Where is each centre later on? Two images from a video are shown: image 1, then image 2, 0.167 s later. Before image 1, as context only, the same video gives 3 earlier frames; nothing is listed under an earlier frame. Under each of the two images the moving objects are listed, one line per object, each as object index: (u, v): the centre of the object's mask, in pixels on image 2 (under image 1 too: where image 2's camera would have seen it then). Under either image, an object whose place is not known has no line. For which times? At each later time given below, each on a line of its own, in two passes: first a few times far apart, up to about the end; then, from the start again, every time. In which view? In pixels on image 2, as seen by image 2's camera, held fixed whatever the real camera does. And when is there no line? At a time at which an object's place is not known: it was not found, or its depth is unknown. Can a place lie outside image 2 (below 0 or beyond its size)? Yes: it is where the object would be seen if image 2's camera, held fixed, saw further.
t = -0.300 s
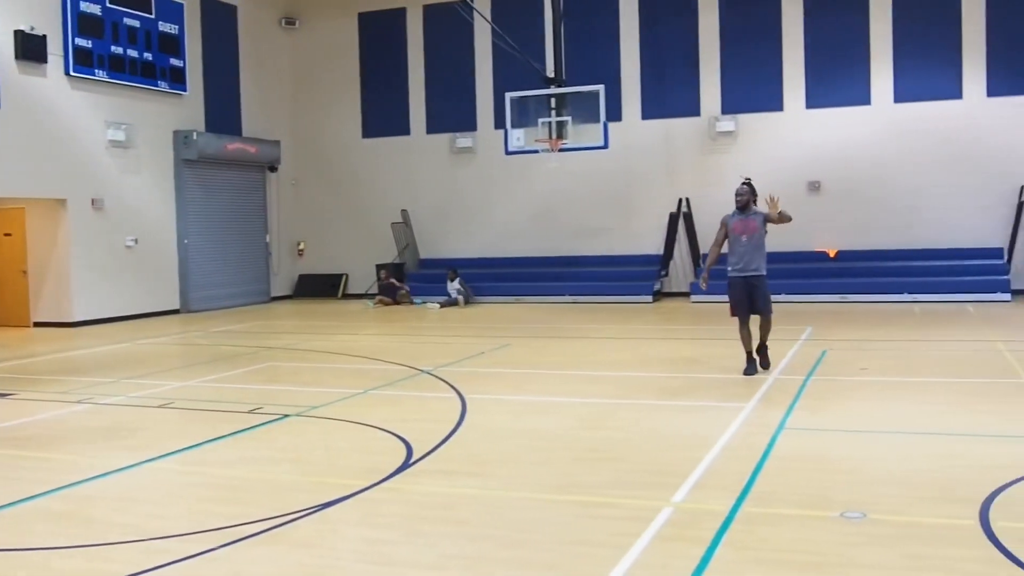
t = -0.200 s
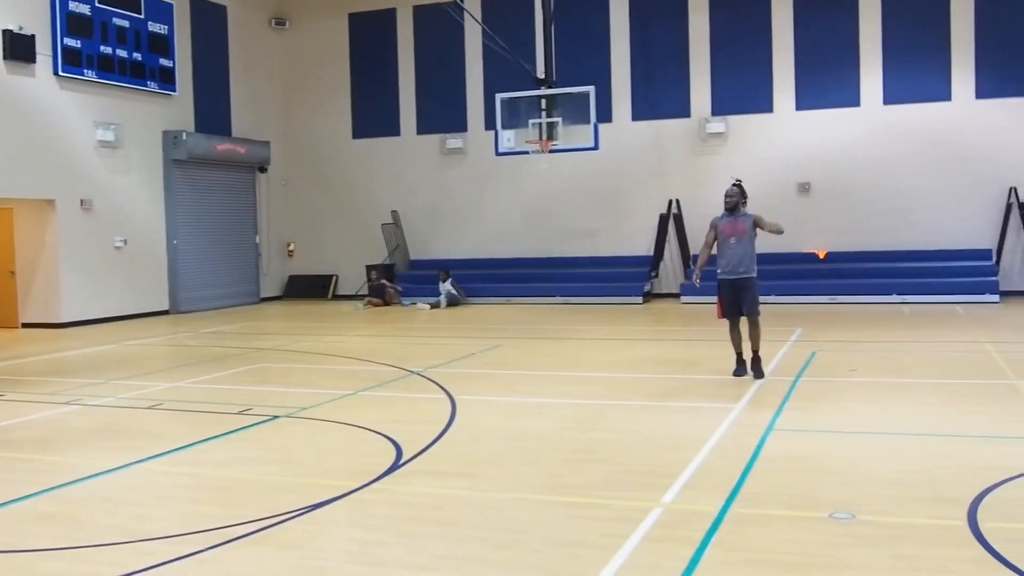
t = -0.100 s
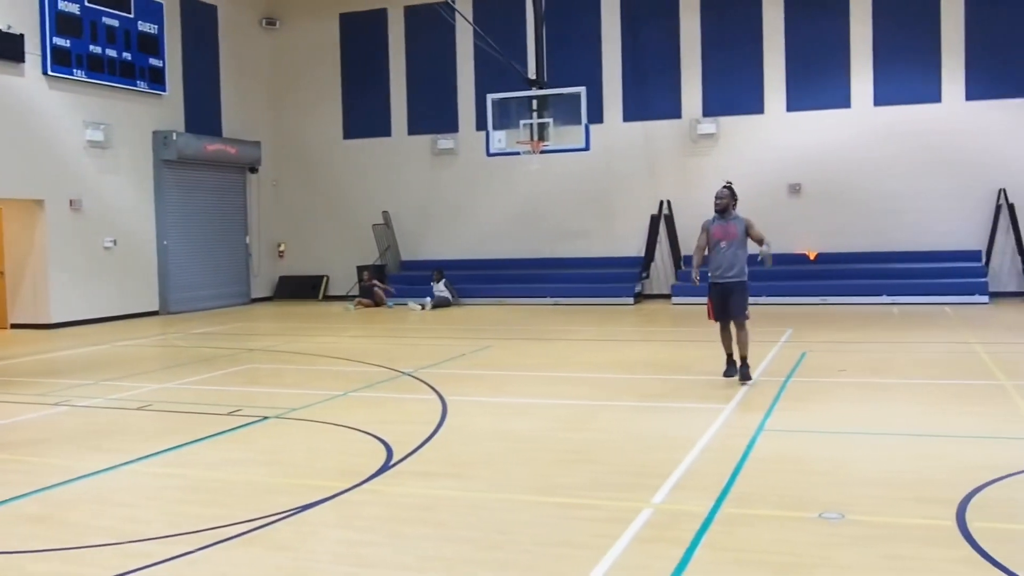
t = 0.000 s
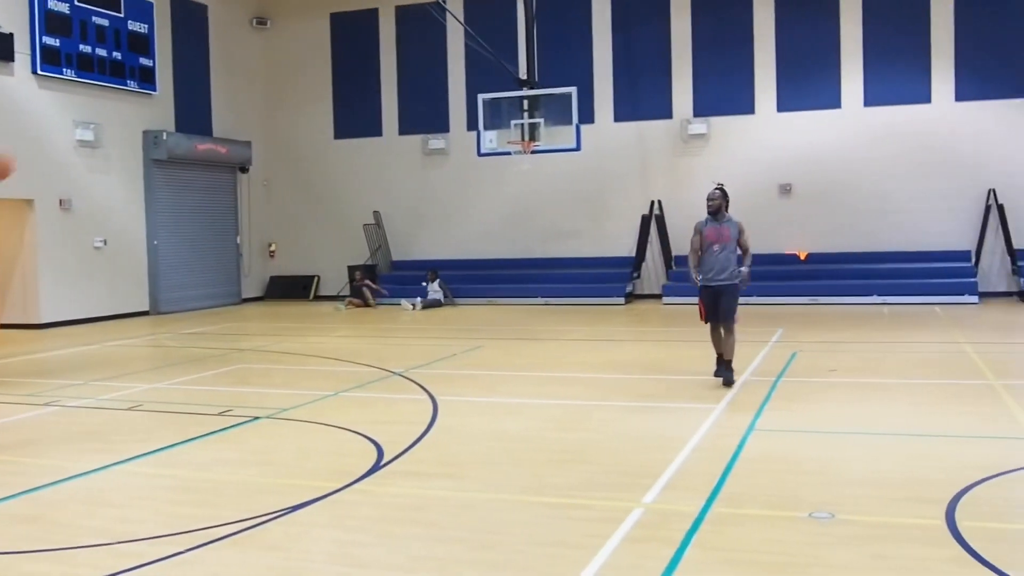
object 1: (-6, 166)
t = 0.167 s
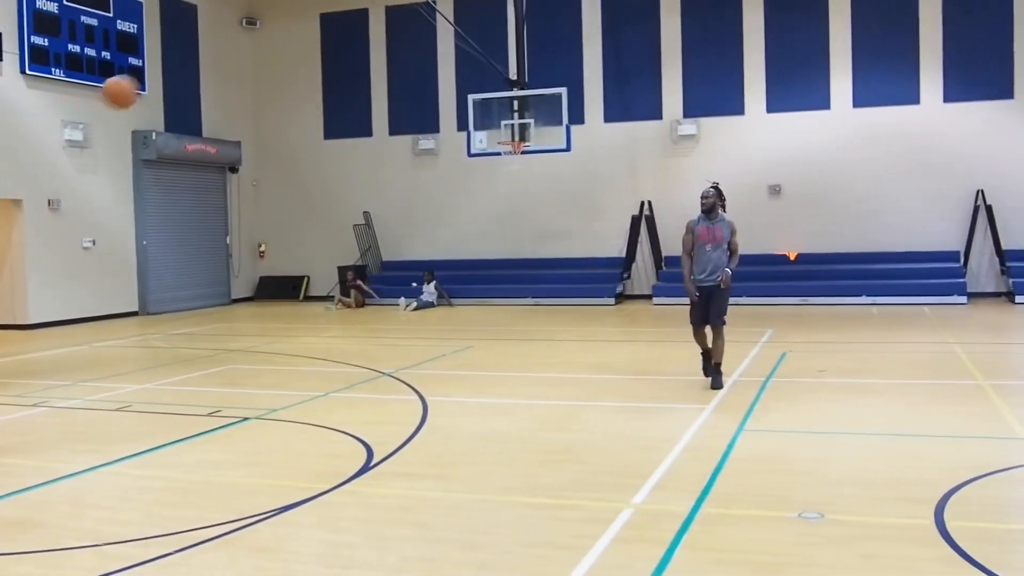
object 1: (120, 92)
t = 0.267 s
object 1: (197, 70)
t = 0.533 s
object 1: (396, 77)
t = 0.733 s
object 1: (529, 136)
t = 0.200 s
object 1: (147, 83)
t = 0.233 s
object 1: (174, 76)
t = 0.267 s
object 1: (197, 70)
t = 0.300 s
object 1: (224, 66)
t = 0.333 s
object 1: (249, 62)
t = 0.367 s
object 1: (275, 61)
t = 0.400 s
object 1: (299, 61)
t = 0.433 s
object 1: (325, 63)
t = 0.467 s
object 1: (348, 66)
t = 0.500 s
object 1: (371, 70)
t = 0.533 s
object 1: (396, 77)
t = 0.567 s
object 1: (418, 83)
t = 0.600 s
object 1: (440, 91)
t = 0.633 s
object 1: (465, 101)
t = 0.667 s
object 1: (488, 113)
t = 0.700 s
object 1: (506, 122)
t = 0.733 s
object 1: (529, 136)
